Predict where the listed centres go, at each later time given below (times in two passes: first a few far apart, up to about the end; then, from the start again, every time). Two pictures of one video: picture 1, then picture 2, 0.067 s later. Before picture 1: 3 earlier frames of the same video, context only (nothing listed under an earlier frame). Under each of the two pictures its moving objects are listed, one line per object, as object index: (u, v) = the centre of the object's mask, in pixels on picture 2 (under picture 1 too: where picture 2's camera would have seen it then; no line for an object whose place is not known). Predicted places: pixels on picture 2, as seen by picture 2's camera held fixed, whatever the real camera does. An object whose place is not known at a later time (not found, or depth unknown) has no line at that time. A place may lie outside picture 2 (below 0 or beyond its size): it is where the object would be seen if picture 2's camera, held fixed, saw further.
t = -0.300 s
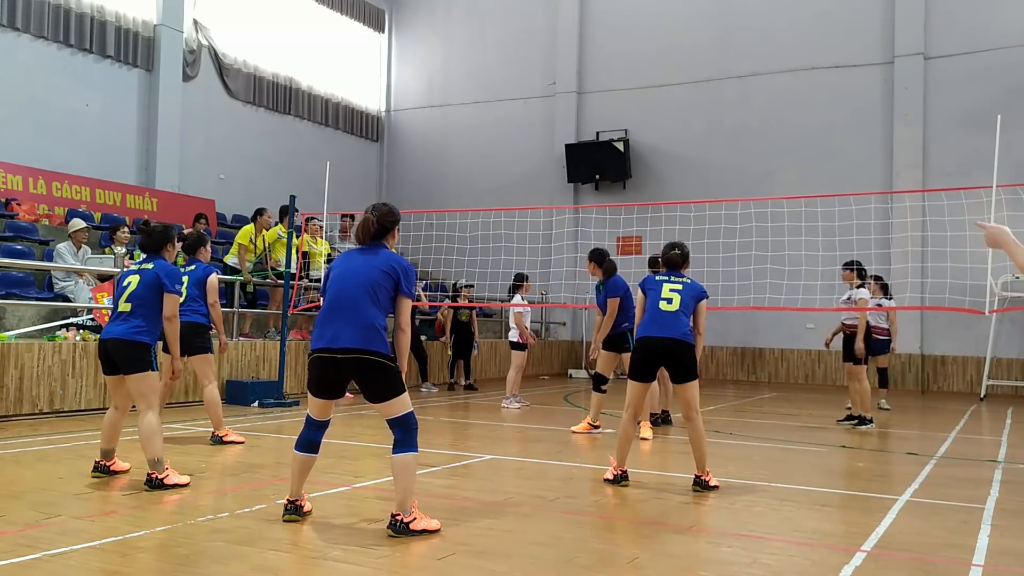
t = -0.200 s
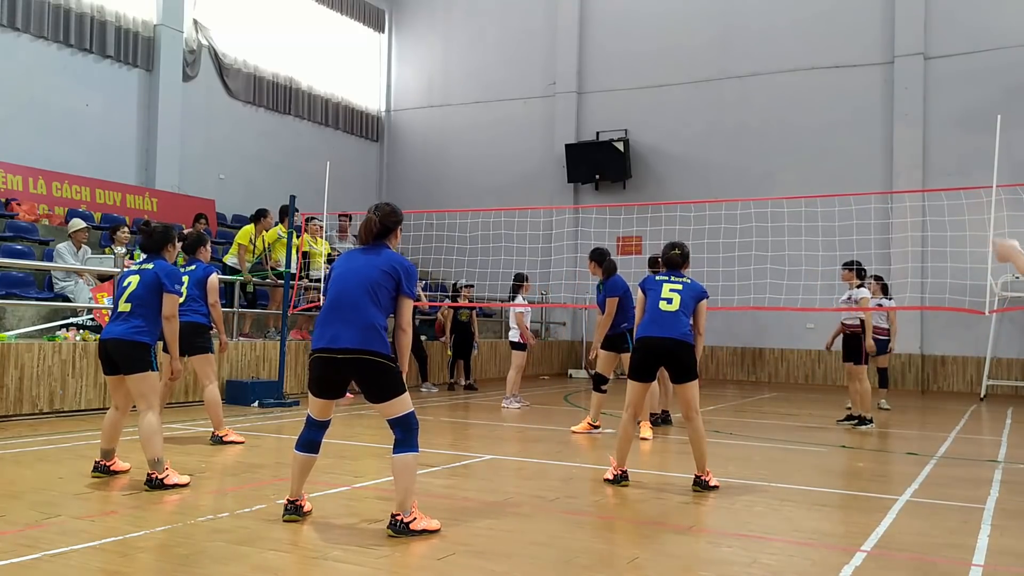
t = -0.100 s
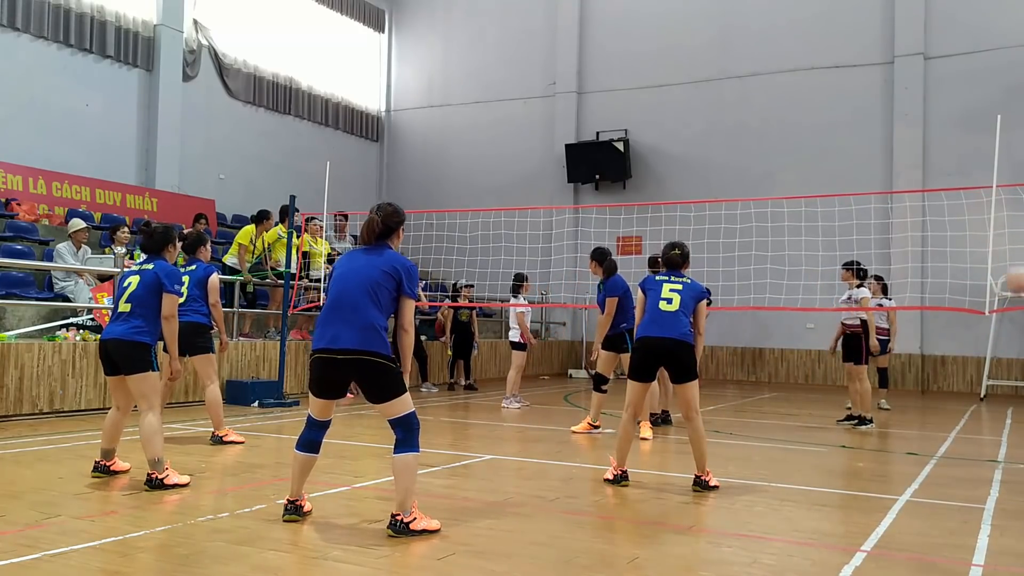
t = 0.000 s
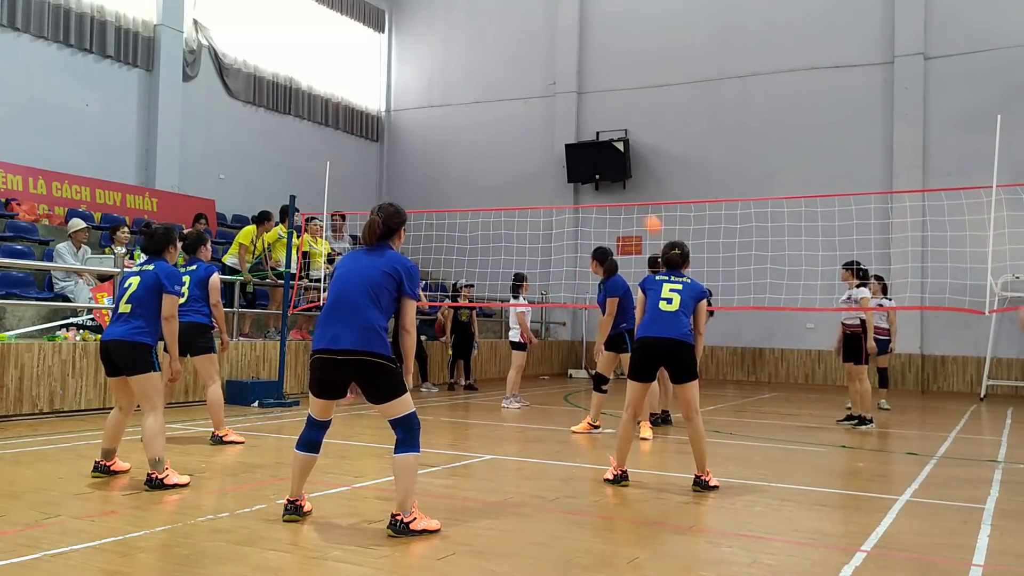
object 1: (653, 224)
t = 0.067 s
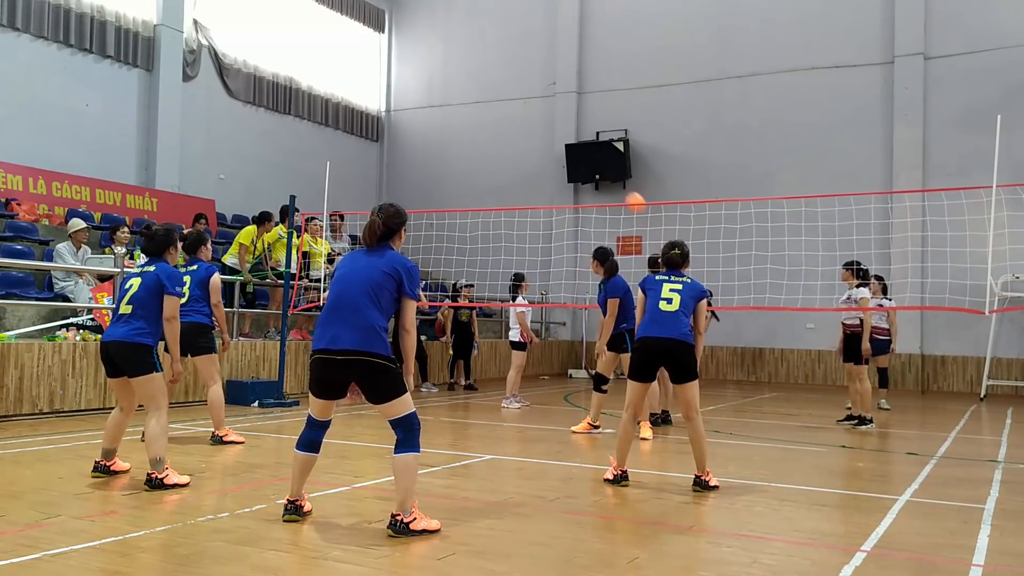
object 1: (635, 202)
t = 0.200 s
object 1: (591, 165)
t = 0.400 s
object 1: (502, 128)
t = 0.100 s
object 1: (625, 191)
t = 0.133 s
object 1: (614, 182)
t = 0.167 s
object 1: (604, 173)
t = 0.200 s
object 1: (591, 165)
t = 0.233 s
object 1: (578, 157)
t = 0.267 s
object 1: (565, 150)
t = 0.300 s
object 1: (551, 143)
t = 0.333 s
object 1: (535, 137)
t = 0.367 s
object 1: (519, 132)
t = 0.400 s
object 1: (502, 128)
